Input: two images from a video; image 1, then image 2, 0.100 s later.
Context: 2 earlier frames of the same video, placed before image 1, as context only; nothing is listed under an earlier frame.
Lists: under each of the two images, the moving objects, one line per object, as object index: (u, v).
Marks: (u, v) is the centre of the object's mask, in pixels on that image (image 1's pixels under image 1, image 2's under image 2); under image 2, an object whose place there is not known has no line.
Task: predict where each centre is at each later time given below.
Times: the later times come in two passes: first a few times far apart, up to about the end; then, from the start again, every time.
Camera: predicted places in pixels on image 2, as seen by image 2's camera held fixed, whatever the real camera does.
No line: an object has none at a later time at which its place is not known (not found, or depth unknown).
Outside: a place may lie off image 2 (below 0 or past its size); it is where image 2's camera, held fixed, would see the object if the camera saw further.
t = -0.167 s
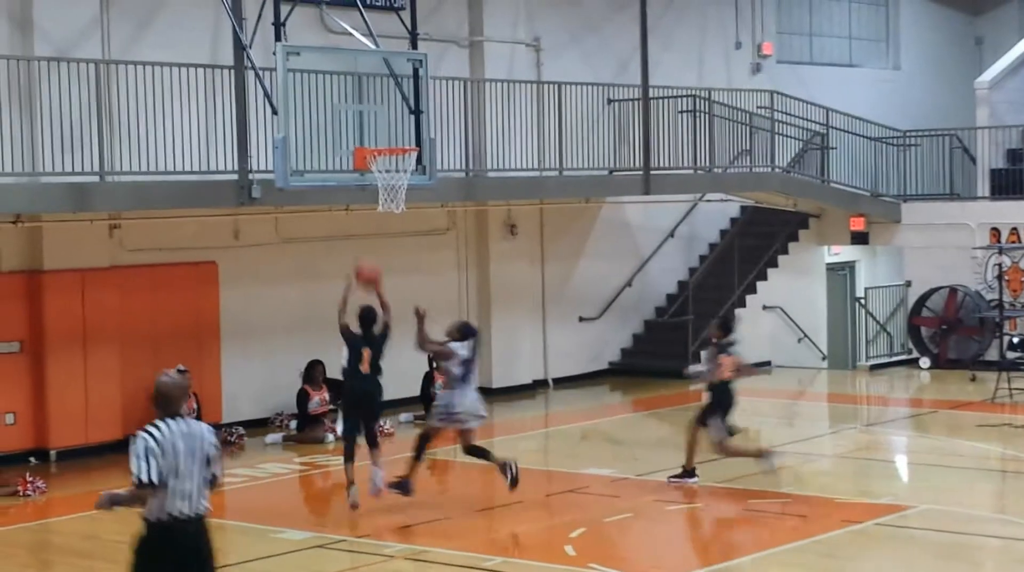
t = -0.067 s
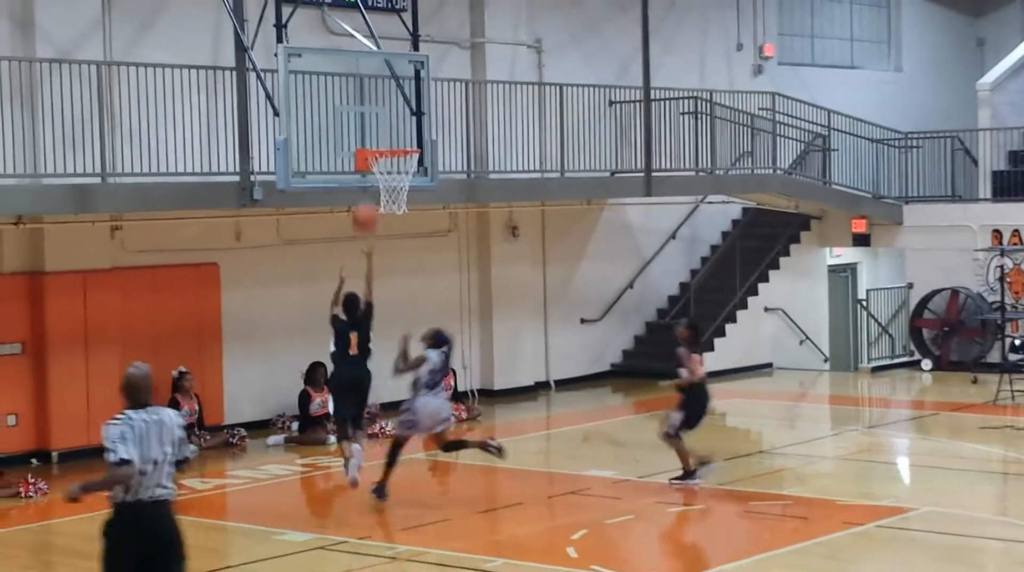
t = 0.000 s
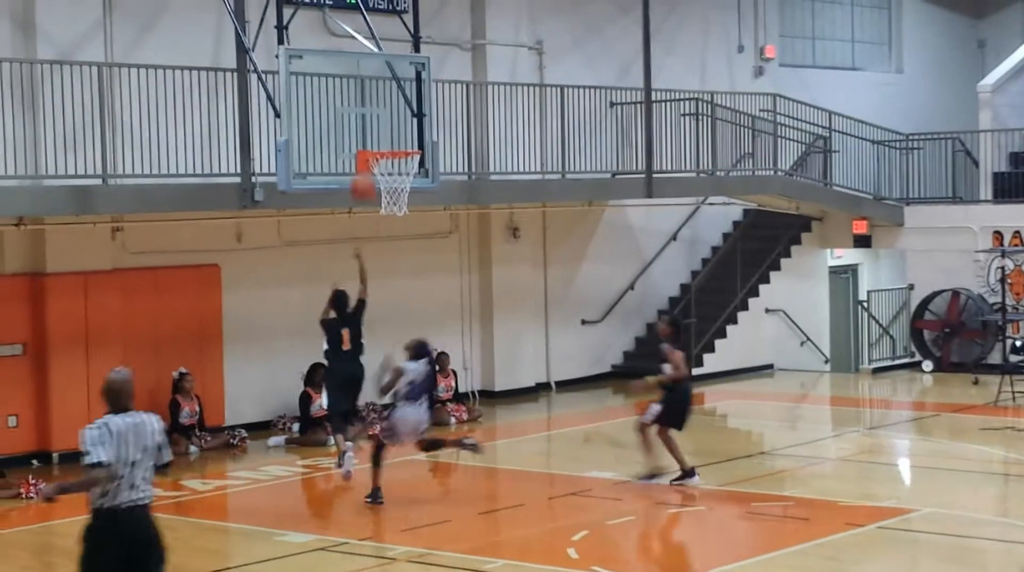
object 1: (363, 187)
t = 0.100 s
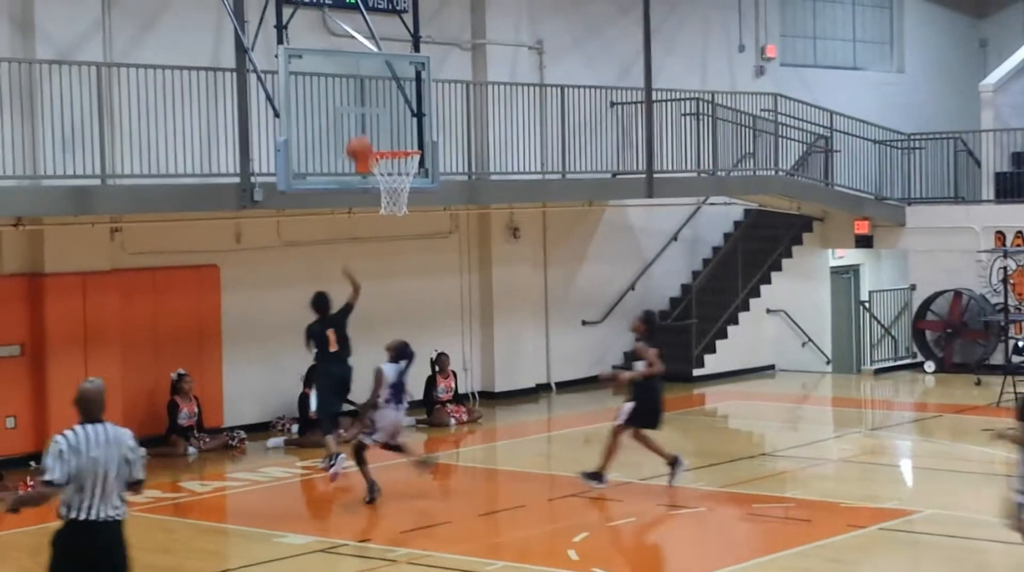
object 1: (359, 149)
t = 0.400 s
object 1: (355, 105)
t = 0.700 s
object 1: (402, 164)
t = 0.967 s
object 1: (415, 236)
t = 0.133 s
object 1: (358, 139)
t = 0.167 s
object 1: (358, 130)
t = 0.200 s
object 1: (356, 122)
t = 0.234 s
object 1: (355, 116)
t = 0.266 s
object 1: (354, 112)
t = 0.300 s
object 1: (353, 108)
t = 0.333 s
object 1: (352, 106)
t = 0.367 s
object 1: (352, 104)
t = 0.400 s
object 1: (355, 105)
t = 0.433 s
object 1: (361, 106)
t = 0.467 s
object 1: (366, 109)
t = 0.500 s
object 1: (371, 113)
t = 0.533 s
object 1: (375, 119)
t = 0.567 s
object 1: (380, 125)
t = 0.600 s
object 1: (386, 133)
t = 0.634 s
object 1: (392, 141)
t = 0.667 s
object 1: (397, 150)
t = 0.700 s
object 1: (402, 164)
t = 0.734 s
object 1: (406, 177)
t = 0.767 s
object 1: (410, 185)
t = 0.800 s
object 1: (412, 192)
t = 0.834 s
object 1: (412, 199)
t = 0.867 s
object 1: (412, 205)
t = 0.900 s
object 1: (412, 214)
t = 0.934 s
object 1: (413, 224)
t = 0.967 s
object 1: (415, 236)
